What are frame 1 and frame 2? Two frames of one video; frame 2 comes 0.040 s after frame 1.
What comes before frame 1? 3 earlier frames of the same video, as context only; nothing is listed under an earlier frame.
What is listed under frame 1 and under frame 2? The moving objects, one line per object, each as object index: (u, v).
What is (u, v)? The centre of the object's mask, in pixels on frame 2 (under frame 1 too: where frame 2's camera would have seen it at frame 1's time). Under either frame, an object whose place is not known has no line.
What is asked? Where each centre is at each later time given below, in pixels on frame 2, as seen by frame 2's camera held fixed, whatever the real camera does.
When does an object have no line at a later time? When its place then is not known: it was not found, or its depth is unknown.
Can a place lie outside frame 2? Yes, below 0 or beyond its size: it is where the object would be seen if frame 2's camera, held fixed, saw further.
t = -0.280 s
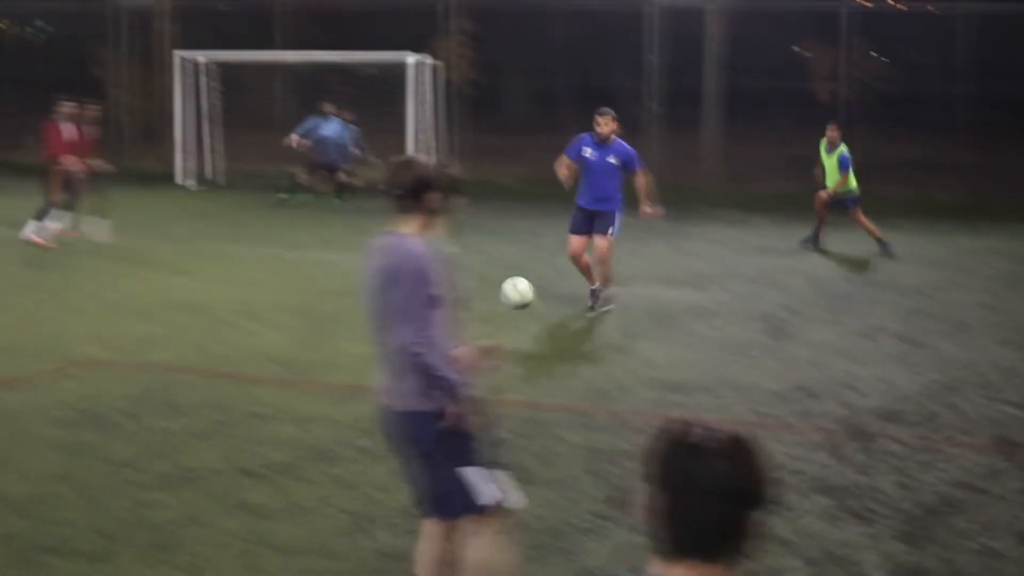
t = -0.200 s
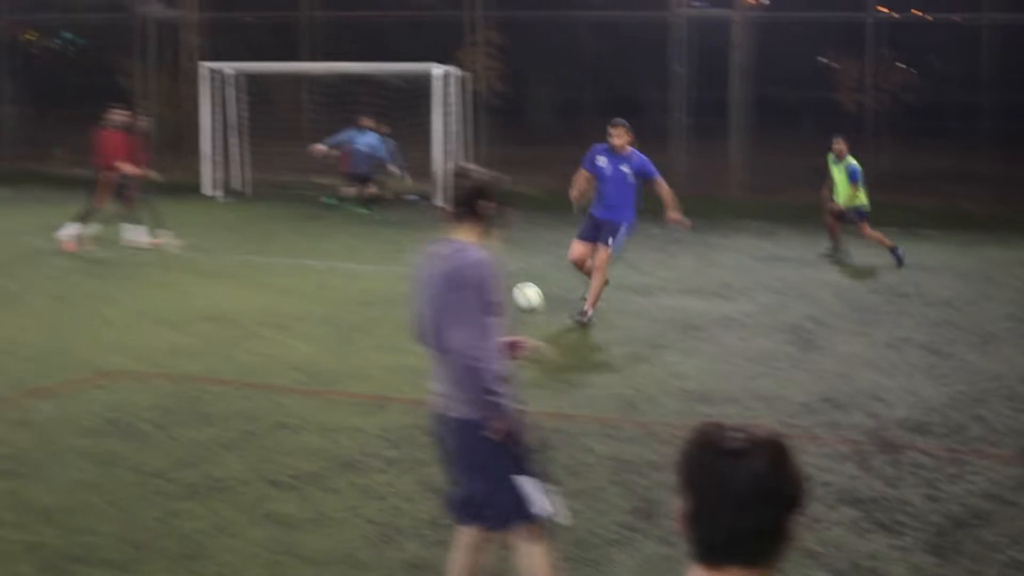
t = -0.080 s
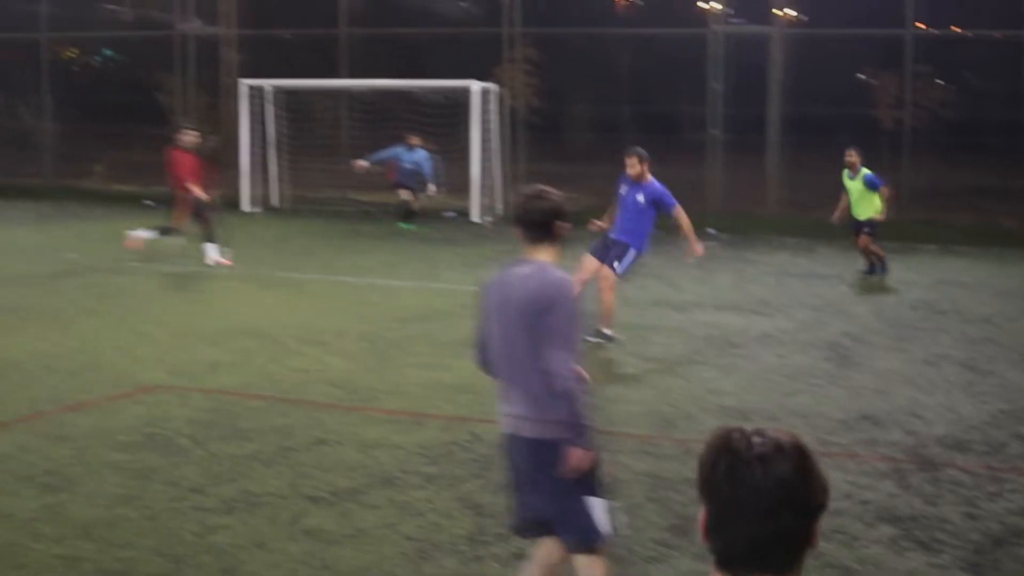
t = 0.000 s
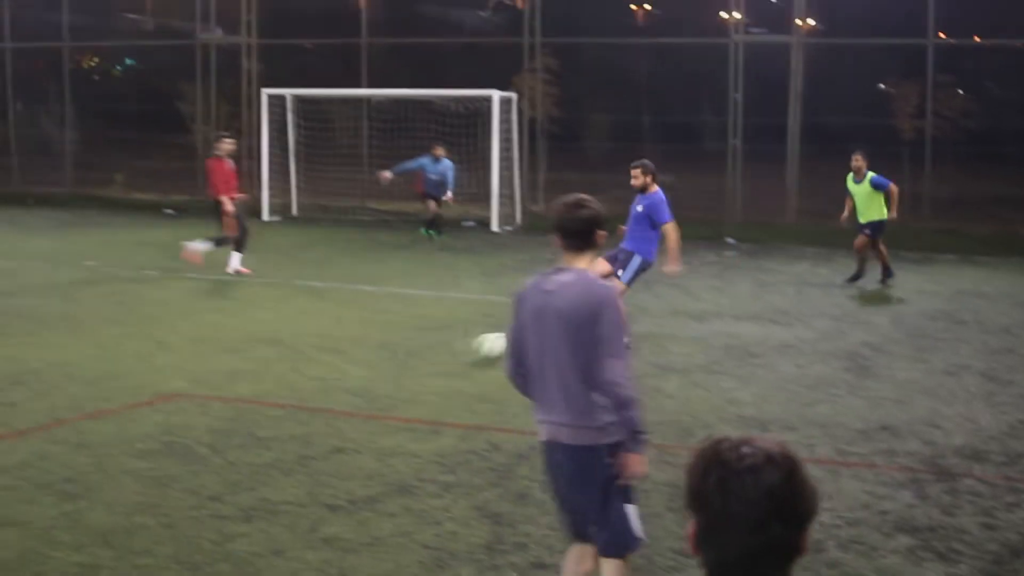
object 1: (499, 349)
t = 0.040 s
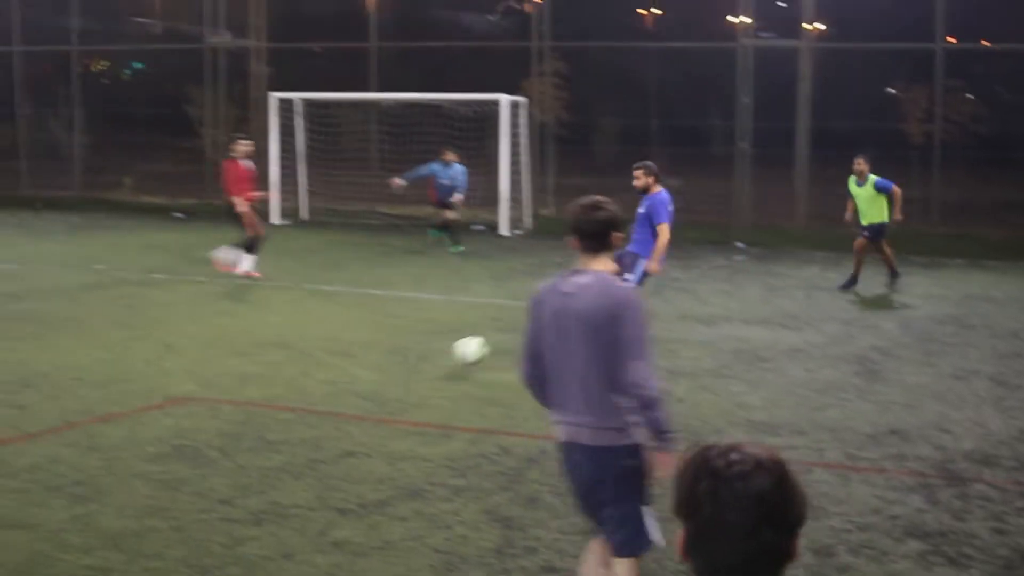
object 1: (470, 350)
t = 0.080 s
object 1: (436, 353)
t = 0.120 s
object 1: (399, 359)
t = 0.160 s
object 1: (360, 369)
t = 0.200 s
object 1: (318, 383)
